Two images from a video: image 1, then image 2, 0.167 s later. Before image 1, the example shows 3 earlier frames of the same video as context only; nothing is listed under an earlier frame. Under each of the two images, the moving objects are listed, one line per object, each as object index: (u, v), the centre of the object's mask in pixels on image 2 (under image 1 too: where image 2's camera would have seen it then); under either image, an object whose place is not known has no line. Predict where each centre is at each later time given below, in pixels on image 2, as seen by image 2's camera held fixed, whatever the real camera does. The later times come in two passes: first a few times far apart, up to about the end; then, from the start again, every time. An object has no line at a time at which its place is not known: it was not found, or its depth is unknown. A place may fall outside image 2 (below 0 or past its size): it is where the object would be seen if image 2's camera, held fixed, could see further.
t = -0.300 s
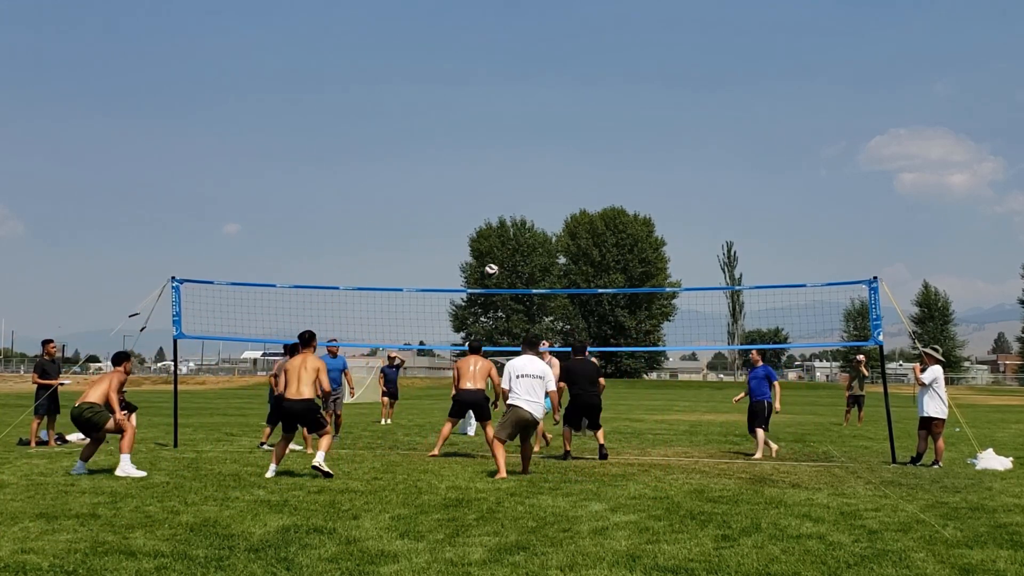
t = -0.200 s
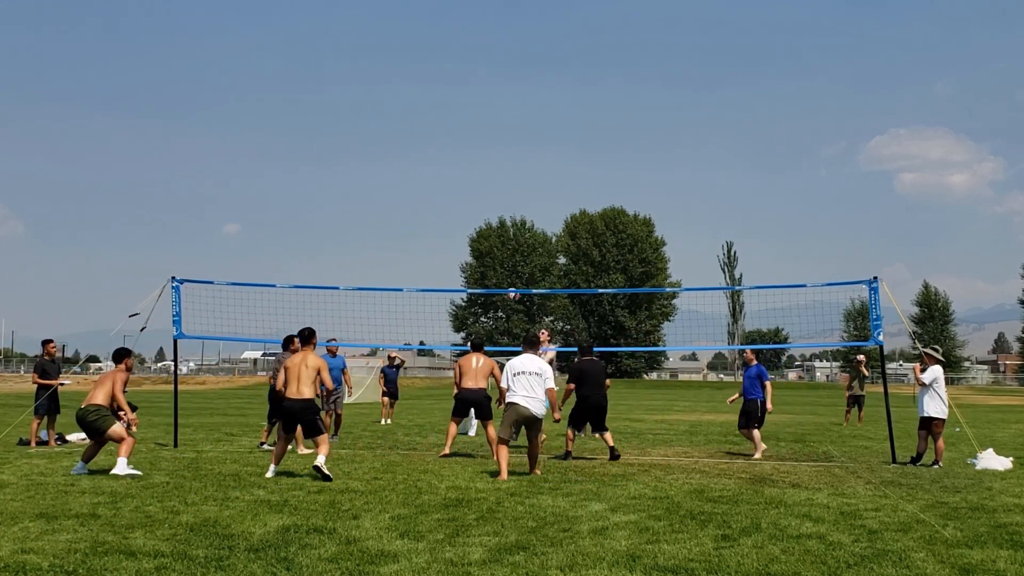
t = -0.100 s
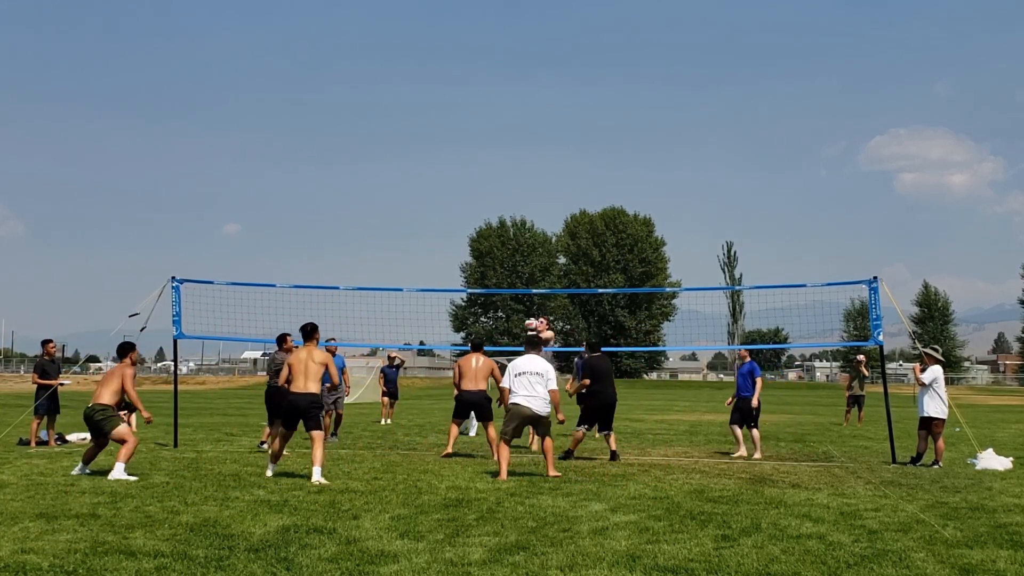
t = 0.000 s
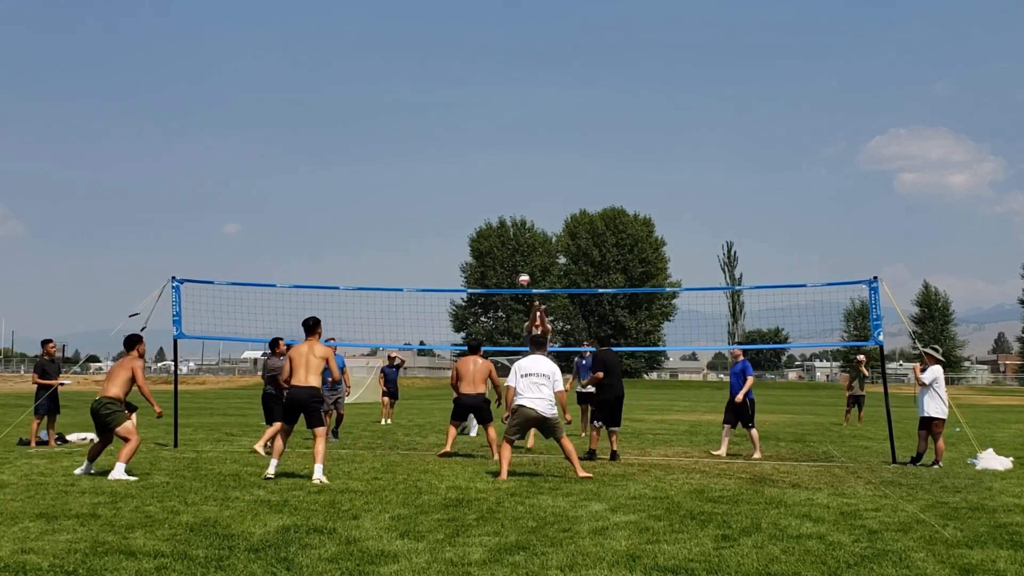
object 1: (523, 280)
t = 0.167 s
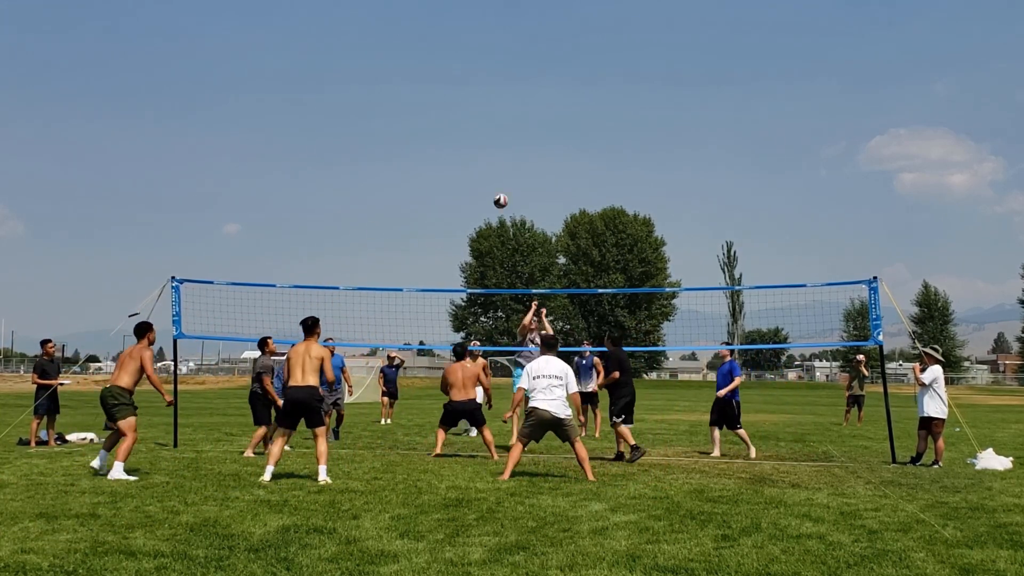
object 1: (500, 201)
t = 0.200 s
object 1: (496, 187)
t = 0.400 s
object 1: (466, 119)
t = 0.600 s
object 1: (434, 78)
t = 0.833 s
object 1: (393, 66)
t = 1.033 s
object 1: (355, 88)
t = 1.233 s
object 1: (315, 144)
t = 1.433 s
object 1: (273, 234)
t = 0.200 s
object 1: (496, 187)
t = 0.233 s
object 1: (491, 174)
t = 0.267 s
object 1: (486, 161)
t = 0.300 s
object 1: (481, 149)
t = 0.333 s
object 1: (476, 139)
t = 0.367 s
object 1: (471, 129)
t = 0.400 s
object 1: (466, 119)
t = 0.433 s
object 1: (461, 110)
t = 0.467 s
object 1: (456, 102)
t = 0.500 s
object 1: (450, 95)
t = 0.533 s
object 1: (445, 88)
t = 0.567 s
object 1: (440, 83)
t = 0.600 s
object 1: (434, 78)
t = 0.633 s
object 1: (428, 73)
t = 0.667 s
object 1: (423, 70)
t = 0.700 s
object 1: (417, 68)
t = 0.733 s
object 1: (411, 66)
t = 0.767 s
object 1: (405, 65)
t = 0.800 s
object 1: (399, 65)
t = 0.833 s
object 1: (393, 66)
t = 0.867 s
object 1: (386, 67)
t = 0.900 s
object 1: (380, 69)
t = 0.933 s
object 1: (374, 73)
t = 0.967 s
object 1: (368, 77)
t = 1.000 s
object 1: (361, 82)
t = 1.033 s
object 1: (355, 88)
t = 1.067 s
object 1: (348, 95)
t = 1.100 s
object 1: (342, 103)
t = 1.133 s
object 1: (335, 112)
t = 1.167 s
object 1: (328, 121)
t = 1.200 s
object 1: (321, 132)
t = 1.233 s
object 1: (315, 144)
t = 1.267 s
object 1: (307, 156)
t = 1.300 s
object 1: (301, 170)
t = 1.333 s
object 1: (294, 184)
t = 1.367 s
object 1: (287, 200)
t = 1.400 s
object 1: (280, 217)
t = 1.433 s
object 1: (273, 234)
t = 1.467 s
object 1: (265, 253)
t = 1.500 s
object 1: (258, 273)
